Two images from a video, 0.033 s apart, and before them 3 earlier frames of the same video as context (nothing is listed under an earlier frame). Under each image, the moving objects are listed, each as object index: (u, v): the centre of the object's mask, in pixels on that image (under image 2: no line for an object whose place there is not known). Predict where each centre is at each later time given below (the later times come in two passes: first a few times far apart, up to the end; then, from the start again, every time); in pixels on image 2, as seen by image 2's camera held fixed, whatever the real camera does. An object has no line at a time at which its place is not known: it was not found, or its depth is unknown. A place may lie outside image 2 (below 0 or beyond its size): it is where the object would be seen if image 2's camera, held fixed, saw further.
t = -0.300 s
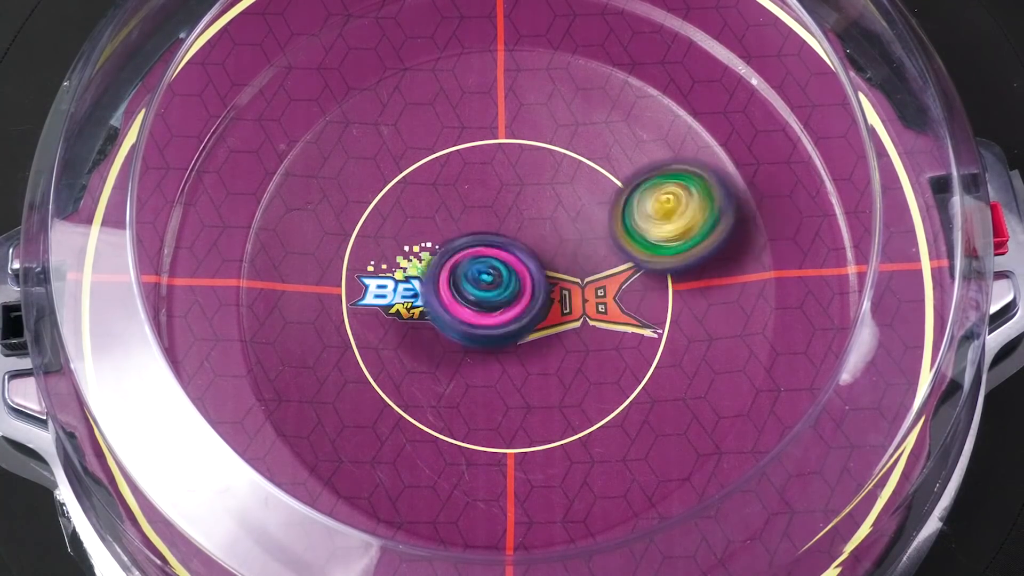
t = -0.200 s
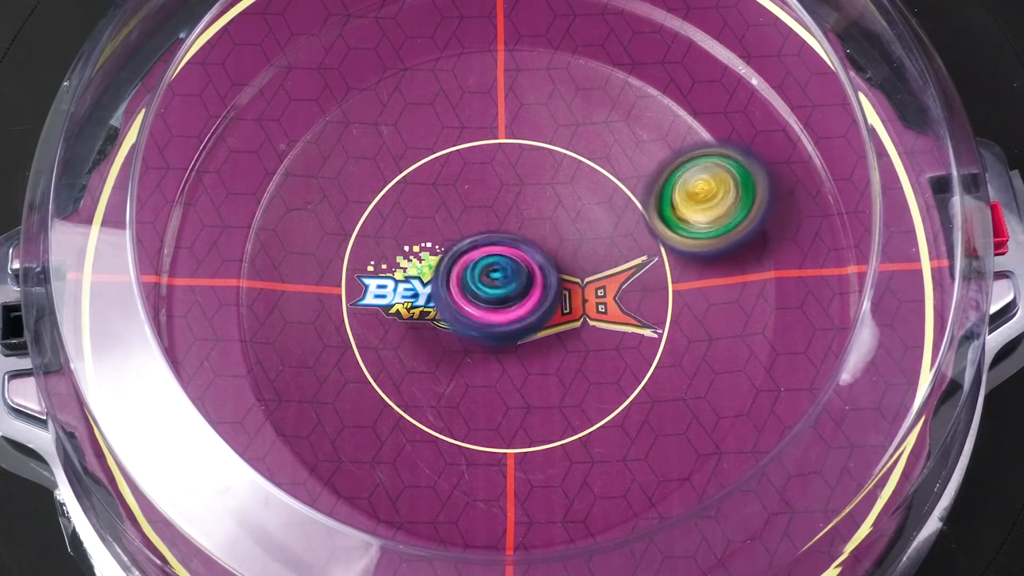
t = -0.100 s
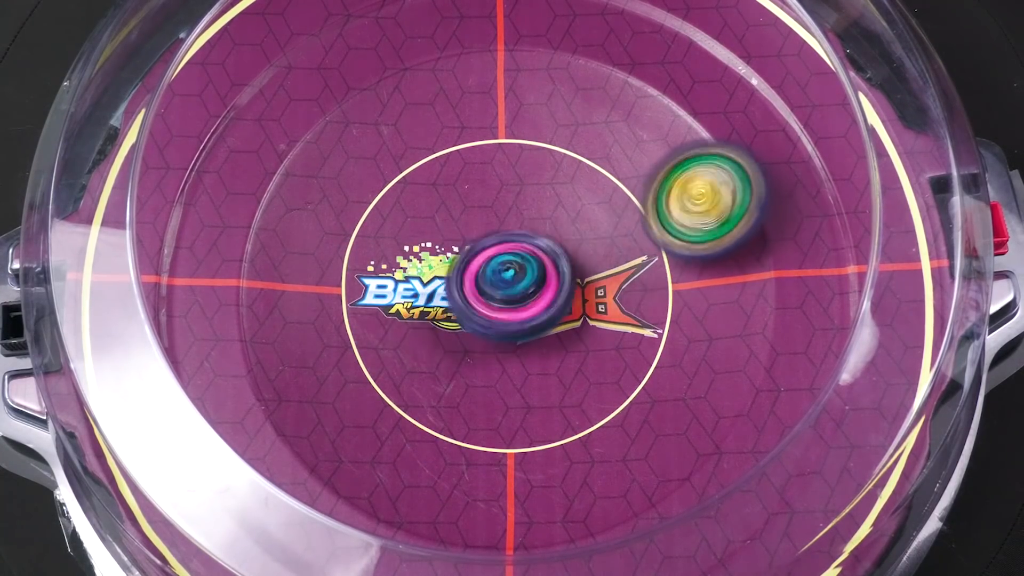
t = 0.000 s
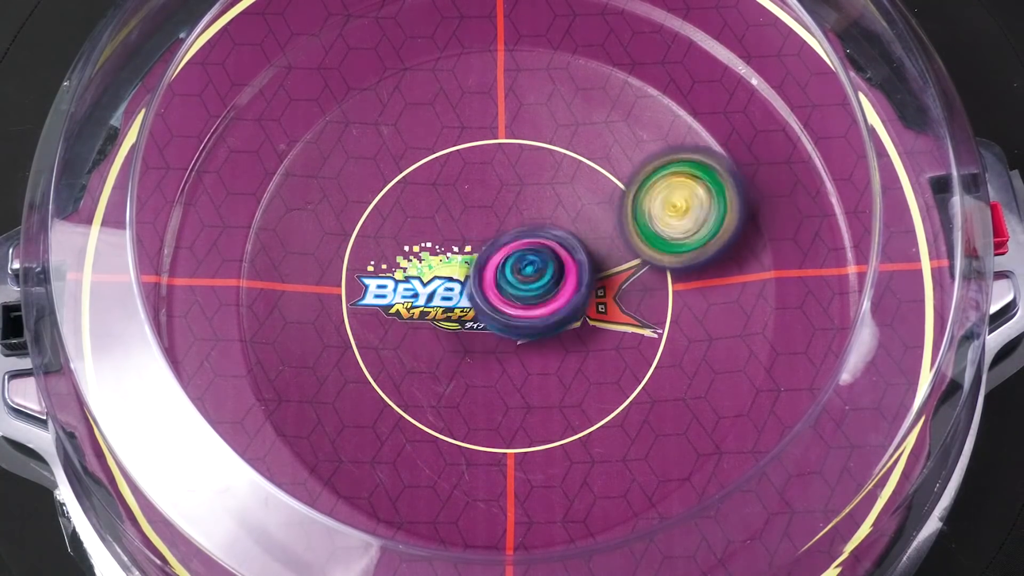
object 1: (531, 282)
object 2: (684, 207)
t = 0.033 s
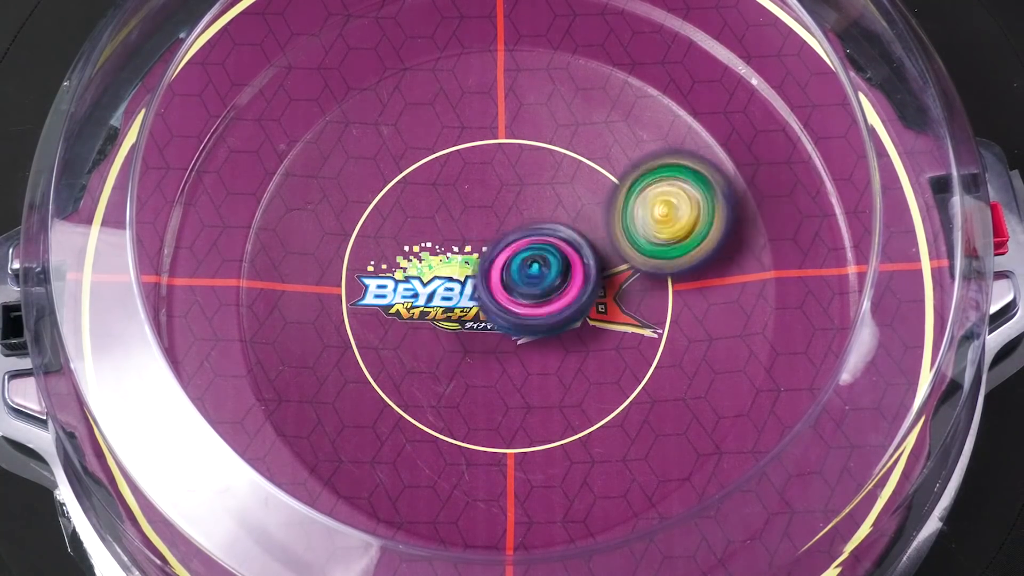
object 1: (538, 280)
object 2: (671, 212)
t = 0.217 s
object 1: (512, 305)
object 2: (633, 211)
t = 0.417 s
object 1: (484, 339)
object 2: (563, 211)
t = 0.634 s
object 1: (484, 372)
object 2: (438, 204)
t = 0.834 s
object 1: (480, 364)
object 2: (383, 198)
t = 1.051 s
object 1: (515, 320)
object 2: (420, 224)
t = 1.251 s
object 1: (593, 263)
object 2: (438, 246)
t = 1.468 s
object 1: (601, 222)
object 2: (495, 306)
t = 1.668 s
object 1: (565, 219)
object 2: (534, 368)
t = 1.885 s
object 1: (475, 241)
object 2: (522, 354)
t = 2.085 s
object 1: (395, 247)
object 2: (538, 301)
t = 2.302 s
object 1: (401, 259)
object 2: (551, 224)
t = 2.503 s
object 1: (475, 309)
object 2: (544, 208)
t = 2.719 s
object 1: (534, 360)
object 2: (514, 227)
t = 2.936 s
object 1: (553, 355)
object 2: (439, 266)
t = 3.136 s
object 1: (550, 309)
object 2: (426, 285)
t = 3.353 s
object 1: (555, 269)
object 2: (441, 292)
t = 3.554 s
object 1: (558, 254)
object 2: (445, 288)
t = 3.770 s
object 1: (560, 245)
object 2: (455, 283)
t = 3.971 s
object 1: (557, 247)
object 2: (463, 295)
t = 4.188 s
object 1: (556, 247)
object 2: (462, 294)
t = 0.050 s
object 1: (540, 279)
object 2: (665, 214)
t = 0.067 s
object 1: (539, 282)
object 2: (659, 215)
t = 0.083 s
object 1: (537, 284)
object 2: (656, 215)
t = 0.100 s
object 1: (533, 288)
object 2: (653, 213)
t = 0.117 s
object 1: (531, 289)
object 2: (650, 214)
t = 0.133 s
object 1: (529, 292)
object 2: (646, 215)
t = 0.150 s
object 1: (527, 292)
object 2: (641, 216)
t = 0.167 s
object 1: (526, 294)
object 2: (636, 217)
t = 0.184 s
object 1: (523, 295)
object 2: (633, 217)
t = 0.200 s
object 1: (517, 302)
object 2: (634, 214)
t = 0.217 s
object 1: (512, 305)
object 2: (633, 211)
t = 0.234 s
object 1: (508, 310)
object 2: (630, 210)
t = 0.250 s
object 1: (504, 312)
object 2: (627, 210)
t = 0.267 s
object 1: (502, 315)
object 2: (623, 211)
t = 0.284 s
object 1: (502, 315)
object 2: (618, 212)
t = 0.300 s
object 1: (501, 316)
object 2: (612, 214)
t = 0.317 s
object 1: (502, 314)
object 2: (605, 217)
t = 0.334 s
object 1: (501, 314)
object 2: (598, 220)
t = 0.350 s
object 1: (499, 316)
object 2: (589, 220)
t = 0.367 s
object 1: (494, 324)
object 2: (584, 217)
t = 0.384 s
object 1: (491, 329)
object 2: (578, 215)
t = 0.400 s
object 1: (485, 334)
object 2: (571, 213)
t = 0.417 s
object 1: (484, 339)
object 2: (563, 211)
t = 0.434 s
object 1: (482, 341)
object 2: (556, 213)
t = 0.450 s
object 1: (480, 343)
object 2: (546, 213)
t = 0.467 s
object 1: (479, 343)
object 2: (538, 214)
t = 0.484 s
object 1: (478, 346)
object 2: (531, 214)
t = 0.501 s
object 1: (478, 346)
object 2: (522, 218)
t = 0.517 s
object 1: (479, 346)
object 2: (511, 220)
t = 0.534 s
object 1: (479, 345)
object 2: (500, 222)
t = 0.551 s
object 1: (480, 346)
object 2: (492, 221)
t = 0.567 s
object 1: (482, 355)
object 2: (481, 217)
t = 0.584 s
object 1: (483, 359)
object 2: (468, 214)
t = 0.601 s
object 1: (484, 365)
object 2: (457, 210)
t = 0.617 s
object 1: (484, 370)
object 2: (449, 206)
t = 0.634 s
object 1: (484, 372)
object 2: (438, 204)
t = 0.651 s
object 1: (484, 377)
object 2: (429, 201)
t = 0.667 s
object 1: (484, 377)
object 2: (421, 199)
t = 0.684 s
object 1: (483, 379)
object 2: (414, 197)
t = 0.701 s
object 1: (483, 379)
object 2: (406, 196)
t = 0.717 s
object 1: (482, 378)
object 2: (400, 195)
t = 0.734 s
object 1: (482, 378)
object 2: (396, 195)
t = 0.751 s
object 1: (482, 376)
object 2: (391, 193)
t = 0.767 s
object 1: (482, 373)
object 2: (387, 194)
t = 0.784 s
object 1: (482, 371)
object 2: (385, 194)
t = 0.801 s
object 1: (481, 370)
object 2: (383, 195)
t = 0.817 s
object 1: (481, 367)
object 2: (382, 196)
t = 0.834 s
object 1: (480, 364)
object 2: (383, 198)
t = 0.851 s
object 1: (481, 362)
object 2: (383, 199)
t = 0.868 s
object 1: (480, 358)
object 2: (385, 201)
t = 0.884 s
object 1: (480, 356)
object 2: (388, 204)
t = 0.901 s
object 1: (480, 354)
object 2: (391, 206)
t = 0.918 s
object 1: (480, 351)
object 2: (394, 207)
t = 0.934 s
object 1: (482, 348)
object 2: (397, 209)
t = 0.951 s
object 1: (482, 344)
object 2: (401, 213)
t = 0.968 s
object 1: (484, 340)
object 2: (405, 216)
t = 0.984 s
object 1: (488, 336)
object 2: (410, 219)
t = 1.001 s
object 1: (493, 329)
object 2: (415, 223)
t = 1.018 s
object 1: (498, 327)
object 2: (418, 225)
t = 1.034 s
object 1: (506, 324)
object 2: (418, 224)
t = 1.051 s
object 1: (515, 320)
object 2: (420, 224)
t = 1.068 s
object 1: (523, 317)
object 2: (422, 226)
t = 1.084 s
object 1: (528, 314)
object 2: (423, 227)
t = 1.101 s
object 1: (536, 308)
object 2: (427, 228)
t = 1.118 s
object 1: (543, 302)
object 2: (429, 230)
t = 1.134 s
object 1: (547, 297)
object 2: (432, 231)
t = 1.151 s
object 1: (556, 291)
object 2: (431, 233)
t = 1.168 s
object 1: (566, 287)
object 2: (430, 237)
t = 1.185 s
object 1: (575, 282)
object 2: (430, 237)
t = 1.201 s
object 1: (582, 277)
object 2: (430, 240)
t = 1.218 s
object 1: (587, 272)
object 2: (432, 241)
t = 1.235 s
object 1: (591, 267)
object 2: (435, 244)
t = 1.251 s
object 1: (593, 263)
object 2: (438, 246)
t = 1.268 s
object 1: (596, 260)
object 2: (442, 247)
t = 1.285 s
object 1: (597, 256)
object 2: (445, 250)
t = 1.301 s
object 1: (597, 253)
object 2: (450, 251)
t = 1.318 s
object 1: (597, 250)
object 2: (455, 256)
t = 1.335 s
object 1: (594, 247)
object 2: (461, 258)
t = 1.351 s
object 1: (594, 245)
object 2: (467, 264)
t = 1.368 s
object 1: (598, 241)
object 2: (468, 269)
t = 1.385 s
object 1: (600, 237)
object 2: (472, 274)
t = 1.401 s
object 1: (601, 234)
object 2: (479, 282)
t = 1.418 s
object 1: (602, 232)
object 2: (484, 285)
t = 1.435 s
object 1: (600, 228)
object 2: (488, 292)
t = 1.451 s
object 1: (601, 226)
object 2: (490, 298)
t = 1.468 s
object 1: (601, 222)
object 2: (495, 306)
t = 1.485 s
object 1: (601, 219)
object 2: (498, 312)
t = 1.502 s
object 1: (600, 217)
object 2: (504, 320)
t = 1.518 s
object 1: (598, 216)
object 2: (508, 326)
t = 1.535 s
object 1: (596, 215)
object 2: (512, 333)
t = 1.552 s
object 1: (593, 213)
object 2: (517, 340)
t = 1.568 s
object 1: (590, 214)
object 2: (521, 344)
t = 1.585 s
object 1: (587, 216)
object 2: (524, 351)
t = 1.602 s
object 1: (583, 214)
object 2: (527, 357)
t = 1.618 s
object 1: (580, 215)
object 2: (530, 360)
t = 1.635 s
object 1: (575, 217)
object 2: (531, 363)
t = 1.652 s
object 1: (572, 217)
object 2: (533, 366)
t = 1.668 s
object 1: (565, 219)
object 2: (534, 368)
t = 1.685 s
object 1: (559, 222)
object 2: (535, 368)
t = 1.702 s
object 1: (554, 225)
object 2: (535, 369)
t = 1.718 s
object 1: (549, 225)
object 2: (535, 368)
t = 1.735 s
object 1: (542, 226)
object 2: (534, 368)
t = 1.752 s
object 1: (534, 230)
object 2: (533, 367)
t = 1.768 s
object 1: (528, 231)
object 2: (532, 365)
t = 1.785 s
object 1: (520, 232)
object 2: (530, 365)
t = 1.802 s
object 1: (512, 234)
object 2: (529, 363)
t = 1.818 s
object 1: (504, 237)
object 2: (527, 362)
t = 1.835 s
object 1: (496, 238)
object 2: (526, 360)
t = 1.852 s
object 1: (489, 240)
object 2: (524, 358)
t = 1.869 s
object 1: (481, 241)
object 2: (523, 356)
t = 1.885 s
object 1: (475, 241)
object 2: (522, 354)
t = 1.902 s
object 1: (466, 242)
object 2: (523, 352)
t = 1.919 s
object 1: (457, 242)
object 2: (524, 351)
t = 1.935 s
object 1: (451, 242)
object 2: (524, 348)
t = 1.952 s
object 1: (444, 242)
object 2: (524, 345)
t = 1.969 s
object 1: (439, 244)
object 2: (524, 342)
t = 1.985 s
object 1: (433, 246)
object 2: (524, 335)
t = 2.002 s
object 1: (429, 245)
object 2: (524, 332)
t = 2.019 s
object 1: (419, 246)
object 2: (528, 326)
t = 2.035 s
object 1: (412, 247)
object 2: (532, 321)
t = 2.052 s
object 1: (405, 248)
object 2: (535, 314)
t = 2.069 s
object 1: (401, 247)
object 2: (537, 308)
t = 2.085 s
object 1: (395, 247)
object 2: (538, 301)
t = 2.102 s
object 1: (391, 247)
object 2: (540, 295)
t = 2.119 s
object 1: (387, 249)
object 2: (542, 287)
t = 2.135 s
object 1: (386, 248)
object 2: (543, 279)
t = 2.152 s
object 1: (382, 250)
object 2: (545, 272)
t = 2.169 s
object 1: (382, 251)
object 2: (545, 264)
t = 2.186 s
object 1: (382, 253)
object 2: (547, 258)
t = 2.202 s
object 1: (384, 253)
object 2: (548, 251)
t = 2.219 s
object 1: (384, 254)
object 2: (549, 245)
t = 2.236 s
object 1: (386, 255)
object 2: (551, 239)
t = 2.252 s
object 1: (389, 257)
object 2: (550, 234)
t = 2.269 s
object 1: (392, 258)
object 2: (552, 230)
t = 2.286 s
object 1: (396, 257)
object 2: (551, 225)
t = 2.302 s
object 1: (401, 259)
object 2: (551, 224)
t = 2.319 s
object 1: (406, 262)
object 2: (550, 221)
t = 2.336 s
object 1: (412, 265)
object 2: (549, 220)
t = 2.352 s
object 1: (419, 266)
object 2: (549, 219)
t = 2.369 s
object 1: (426, 268)
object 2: (547, 217)
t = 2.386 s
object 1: (432, 273)
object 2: (547, 217)
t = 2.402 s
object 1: (437, 278)
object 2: (546, 215)
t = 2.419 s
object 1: (444, 282)
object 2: (547, 215)
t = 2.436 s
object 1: (448, 287)
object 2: (547, 213)
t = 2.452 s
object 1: (455, 292)
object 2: (546, 213)
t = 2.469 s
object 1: (461, 298)
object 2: (546, 212)
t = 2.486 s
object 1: (468, 303)
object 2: (545, 209)
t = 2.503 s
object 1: (475, 309)
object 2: (544, 208)
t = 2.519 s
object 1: (482, 314)
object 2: (541, 208)
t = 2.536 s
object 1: (490, 319)
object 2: (540, 208)
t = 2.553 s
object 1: (498, 324)
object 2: (539, 209)
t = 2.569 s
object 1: (504, 330)
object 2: (537, 209)
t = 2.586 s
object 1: (511, 335)
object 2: (535, 211)
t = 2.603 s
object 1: (516, 339)
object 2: (535, 211)
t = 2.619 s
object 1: (521, 343)
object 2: (532, 212)
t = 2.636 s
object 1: (524, 346)
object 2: (529, 215)
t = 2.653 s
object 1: (527, 350)
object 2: (527, 217)
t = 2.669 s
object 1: (530, 355)
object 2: (524, 219)
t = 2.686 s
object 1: (531, 357)
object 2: (520, 222)
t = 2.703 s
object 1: (533, 359)
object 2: (516, 225)
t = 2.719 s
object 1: (534, 360)
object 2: (514, 227)
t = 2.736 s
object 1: (534, 362)
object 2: (510, 233)
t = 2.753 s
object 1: (535, 362)
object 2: (505, 234)
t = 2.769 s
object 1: (535, 363)
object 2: (501, 237)
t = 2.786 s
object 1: (534, 364)
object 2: (497, 243)
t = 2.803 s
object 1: (534, 363)
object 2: (494, 248)
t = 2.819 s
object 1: (534, 363)
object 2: (487, 249)
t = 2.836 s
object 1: (539, 364)
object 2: (479, 252)
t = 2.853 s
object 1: (544, 365)
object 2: (470, 253)
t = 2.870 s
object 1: (547, 364)
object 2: (462, 255)
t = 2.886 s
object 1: (548, 362)
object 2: (455, 258)
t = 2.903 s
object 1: (550, 360)
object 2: (450, 261)
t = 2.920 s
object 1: (552, 358)
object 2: (443, 264)
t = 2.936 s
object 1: (553, 355)
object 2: (439, 266)
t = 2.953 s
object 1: (553, 353)
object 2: (435, 267)
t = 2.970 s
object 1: (553, 349)
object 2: (431, 268)
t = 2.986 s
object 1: (553, 345)
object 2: (427, 270)
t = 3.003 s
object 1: (552, 341)
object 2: (424, 273)
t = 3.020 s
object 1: (552, 338)
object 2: (424, 276)
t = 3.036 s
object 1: (552, 334)
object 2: (423, 278)
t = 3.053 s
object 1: (552, 329)
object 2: (422, 279)
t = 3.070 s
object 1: (551, 325)
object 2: (423, 280)
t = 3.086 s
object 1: (551, 321)
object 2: (422, 281)
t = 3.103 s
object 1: (550, 316)
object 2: (423, 282)
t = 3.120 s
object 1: (549, 312)
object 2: (425, 284)
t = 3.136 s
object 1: (550, 309)
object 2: (426, 285)
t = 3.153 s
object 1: (549, 304)
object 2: (427, 287)
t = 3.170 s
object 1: (551, 300)
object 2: (429, 289)
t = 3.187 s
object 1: (553, 296)
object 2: (429, 289)
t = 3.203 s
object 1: (554, 293)
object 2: (430, 290)
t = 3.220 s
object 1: (555, 290)
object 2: (431, 290)
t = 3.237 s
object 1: (555, 287)
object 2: (435, 289)
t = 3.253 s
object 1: (555, 284)
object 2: (436, 289)
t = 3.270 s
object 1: (555, 282)
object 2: (437, 289)
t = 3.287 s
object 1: (556, 279)
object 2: (439, 291)
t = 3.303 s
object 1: (556, 275)
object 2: (439, 291)
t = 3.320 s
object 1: (556, 272)
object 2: (439, 291)
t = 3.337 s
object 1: (556, 271)
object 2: (440, 292)
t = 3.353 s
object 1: (555, 269)
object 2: (441, 292)
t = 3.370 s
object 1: (555, 268)
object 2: (441, 291)
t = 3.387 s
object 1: (555, 267)
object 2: (441, 290)
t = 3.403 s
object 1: (555, 267)
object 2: (441, 290)
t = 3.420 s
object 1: (554, 267)
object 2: (442, 289)
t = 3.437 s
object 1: (554, 266)
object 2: (445, 288)
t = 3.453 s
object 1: (554, 266)
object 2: (446, 286)
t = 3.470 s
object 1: (554, 265)
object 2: (447, 285)
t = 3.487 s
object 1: (555, 264)
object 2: (448, 284)
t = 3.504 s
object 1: (555, 262)
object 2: (447, 284)
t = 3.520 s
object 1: (556, 259)
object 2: (445, 286)
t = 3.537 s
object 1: (558, 256)
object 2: (444, 287)
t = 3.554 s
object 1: (558, 254)
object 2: (445, 288)
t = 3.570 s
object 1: (558, 252)
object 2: (444, 290)
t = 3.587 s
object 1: (559, 248)
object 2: (443, 292)
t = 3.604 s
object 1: (560, 246)
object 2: (442, 295)
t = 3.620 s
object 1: (562, 242)
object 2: (441, 297)
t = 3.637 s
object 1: (564, 241)
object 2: (441, 297)
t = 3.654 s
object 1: (565, 241)
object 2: (441, 297)
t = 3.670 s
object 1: (565, 241)
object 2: (443, 296)
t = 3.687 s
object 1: (565, 242)
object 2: (445, 295)
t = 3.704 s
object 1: (565, 243)
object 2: (448, 293)
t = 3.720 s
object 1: (564, 243)
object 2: (449, 291)
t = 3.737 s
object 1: (563, 244)
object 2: (450, 288)
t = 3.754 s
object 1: (561, 244)
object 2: (452, 285)
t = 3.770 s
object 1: (560, 245)
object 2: (455, 283)
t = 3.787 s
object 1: (557, 247)
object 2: (455, 281)
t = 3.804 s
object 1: (557, 247)
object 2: (456, 282)
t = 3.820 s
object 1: (557, 247)
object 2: (457, 283)
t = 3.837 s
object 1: (557, 247)
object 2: (457, 286)
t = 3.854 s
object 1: (556, 247)
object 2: (458, 288)
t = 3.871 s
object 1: (556, 247)
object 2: (459, 291)
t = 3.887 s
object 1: (556, 247)
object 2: (461, 292)
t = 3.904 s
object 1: (557, 247)
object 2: (462, 294)
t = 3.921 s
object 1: (557, 247)
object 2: (462, 294)
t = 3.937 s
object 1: (557, 247)
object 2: (463, 295)
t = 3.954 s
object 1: (557, 247)
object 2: (463, 295)
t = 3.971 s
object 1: (557, 247)
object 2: (463, 295)
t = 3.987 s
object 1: (557, 247)
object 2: (463, 295)
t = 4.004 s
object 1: (556, 247)
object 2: (463, 295)
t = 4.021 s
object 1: (556, 247)
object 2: (463, 294)
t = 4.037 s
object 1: (556, 247)
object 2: (463, 294)
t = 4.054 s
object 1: (555, 247)
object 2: (462, 294)
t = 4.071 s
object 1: (555, 247)
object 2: (462, 294)
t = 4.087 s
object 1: (555, 247)
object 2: (462, 294)
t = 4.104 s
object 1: (555, 247)
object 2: (462, 294)
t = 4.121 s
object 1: (555, 247)
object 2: (463, 294)
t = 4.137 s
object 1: (555, 247)
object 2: (462, 294)
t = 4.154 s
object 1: (555, 247)
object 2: (462, 294)
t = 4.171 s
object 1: (556, 247)
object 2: (462, 294)
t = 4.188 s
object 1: (556, 247)
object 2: (462, 294)
